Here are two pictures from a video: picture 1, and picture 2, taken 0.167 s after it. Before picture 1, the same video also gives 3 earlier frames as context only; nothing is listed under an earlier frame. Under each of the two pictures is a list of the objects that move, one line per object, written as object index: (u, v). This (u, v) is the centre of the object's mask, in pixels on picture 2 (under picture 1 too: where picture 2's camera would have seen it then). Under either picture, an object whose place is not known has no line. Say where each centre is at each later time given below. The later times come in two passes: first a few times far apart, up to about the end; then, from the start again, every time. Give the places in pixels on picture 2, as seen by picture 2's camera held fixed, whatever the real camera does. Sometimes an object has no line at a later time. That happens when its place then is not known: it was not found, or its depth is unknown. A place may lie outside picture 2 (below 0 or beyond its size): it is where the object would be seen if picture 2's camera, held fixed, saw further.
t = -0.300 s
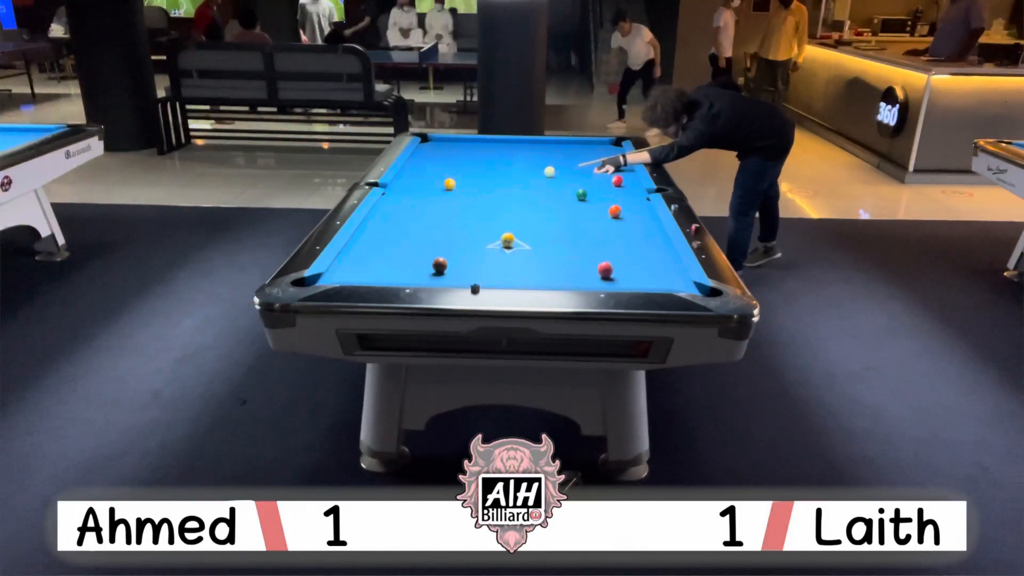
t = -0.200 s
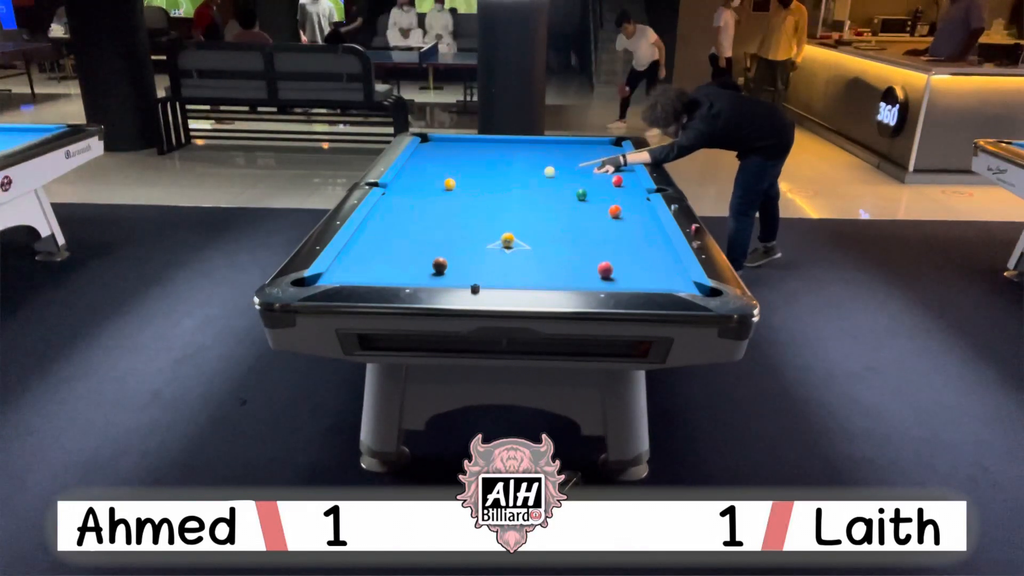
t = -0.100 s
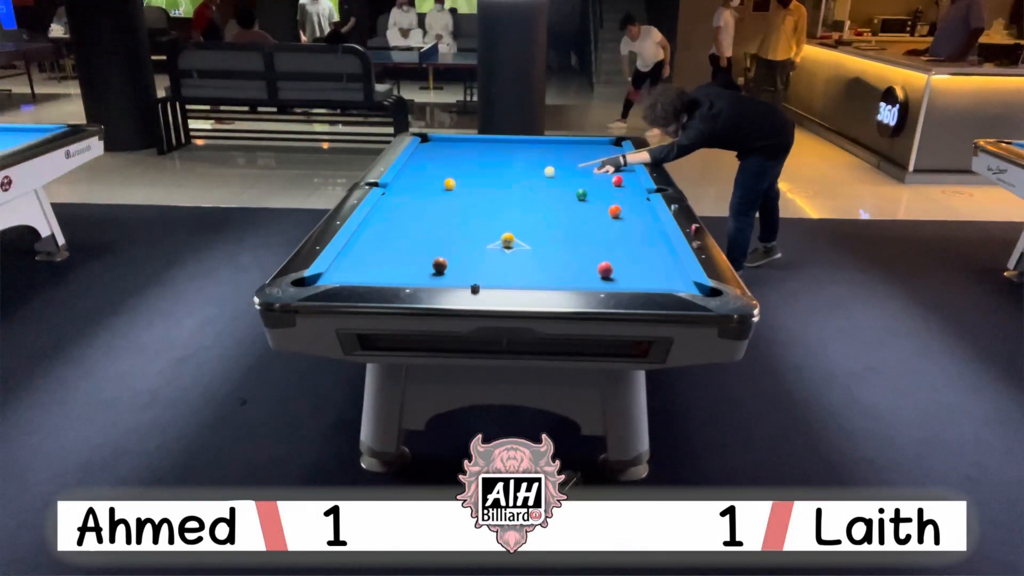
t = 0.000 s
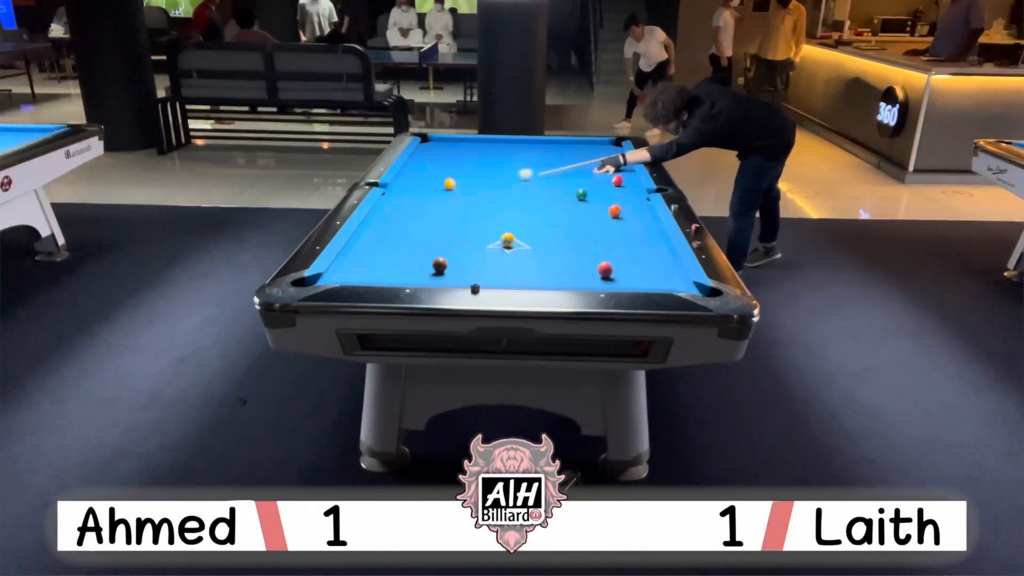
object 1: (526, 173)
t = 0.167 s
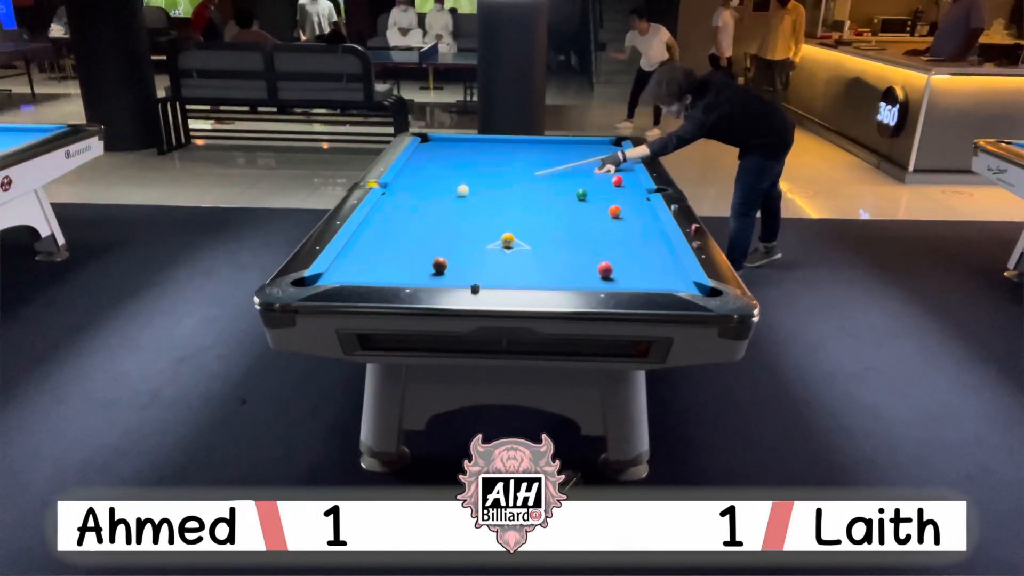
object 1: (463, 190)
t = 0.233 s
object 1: (465, 195)
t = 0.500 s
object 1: (472, 211)
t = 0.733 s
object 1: (479, 227)
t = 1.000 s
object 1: (488, 248)
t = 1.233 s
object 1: (497, 268)
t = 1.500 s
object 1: (508, 278)
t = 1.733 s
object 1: (514, 267)
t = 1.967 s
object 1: (519, 257)
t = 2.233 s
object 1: (525, 246)
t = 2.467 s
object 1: (529, 238)
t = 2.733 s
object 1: (533, 229)
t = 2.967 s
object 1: (537, 222)
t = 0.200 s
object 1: (464, 192)
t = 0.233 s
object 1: (465, 195)
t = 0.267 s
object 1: (466, 197)
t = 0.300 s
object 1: (466, 199)
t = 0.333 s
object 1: (467, 201)
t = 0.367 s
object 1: (468, 203)
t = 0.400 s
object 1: (469, 205)
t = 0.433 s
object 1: (470, 207)
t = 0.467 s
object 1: (471, 209)
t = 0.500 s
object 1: (472, 211)
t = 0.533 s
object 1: (473, 213)
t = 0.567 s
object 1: (474, 216)
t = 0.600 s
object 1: (475, 218)
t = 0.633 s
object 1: (476, 220)
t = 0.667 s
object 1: (477, 222)
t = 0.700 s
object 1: (478, 224)
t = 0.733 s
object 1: (479, 227)
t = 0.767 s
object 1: (480, 229)
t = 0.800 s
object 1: (481, 232)
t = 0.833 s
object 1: (482, 235)
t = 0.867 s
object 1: (483, 237)
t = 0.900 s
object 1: (485, 239)
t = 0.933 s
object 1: (485, 242)
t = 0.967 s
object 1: (487, 245)
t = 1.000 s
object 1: (488, 248)
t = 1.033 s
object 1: (489, 251)
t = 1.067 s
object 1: (490, 253)
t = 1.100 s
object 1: (492, 256)
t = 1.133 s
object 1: (493, 259)
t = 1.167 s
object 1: (495, 262)
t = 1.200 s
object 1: (496, 265)
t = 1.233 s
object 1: (497, 268)
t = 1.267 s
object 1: (499, 271)
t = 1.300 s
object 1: (500, 274)
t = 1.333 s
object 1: (502, 276)
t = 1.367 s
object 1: (503, 278)
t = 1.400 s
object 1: (505, 280)
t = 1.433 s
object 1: (506, 280)
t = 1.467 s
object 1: (507, 279)
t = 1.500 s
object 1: (508, 278)
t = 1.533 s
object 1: (509, 277)
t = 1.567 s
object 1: (510, 276)
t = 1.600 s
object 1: (510, 274)
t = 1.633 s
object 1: (511, 272)
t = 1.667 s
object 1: (512, 270)
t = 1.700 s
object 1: (513, 269)
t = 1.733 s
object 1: (514, 267)
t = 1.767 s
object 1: (514, 265)
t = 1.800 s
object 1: (515, 264)
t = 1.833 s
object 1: (516, 262)
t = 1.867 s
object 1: (517, 260)
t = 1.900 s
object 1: (518, 259)
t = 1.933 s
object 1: (519, 258)
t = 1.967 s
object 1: (519, 257)
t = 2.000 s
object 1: (520, 255)
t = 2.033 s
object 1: (520, 254)
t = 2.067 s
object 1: (521, 252)
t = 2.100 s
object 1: (522, 251)
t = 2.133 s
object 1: (523, 249)
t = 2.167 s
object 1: (523, 248)
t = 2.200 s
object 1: (524, 247)
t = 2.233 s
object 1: (525, 246)
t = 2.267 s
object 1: (525, 244)
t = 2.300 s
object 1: (526, 243)
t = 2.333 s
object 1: (526, 242)
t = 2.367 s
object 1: (527, 241)
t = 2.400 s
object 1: (528, 239)
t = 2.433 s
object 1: (528, 239)
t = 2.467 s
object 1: (529, 238)
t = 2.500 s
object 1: (529, 237)
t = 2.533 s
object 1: (530, 235)
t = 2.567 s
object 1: (531, 234)
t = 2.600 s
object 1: (531, 233)
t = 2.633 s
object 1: (532, 232)
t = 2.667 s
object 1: (532, 231)
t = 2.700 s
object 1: (533, 230)
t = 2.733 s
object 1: (533, 229)
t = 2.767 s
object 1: (534, 228)
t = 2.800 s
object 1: (534, 227)
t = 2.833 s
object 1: (535, 226)
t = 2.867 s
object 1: (535, 225)
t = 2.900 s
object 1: (535, 224)
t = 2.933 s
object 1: (536, 223)
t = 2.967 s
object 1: (537, 222)
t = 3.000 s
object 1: (537, 221)
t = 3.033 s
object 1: (537, 220)
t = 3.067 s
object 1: (538, 220)
